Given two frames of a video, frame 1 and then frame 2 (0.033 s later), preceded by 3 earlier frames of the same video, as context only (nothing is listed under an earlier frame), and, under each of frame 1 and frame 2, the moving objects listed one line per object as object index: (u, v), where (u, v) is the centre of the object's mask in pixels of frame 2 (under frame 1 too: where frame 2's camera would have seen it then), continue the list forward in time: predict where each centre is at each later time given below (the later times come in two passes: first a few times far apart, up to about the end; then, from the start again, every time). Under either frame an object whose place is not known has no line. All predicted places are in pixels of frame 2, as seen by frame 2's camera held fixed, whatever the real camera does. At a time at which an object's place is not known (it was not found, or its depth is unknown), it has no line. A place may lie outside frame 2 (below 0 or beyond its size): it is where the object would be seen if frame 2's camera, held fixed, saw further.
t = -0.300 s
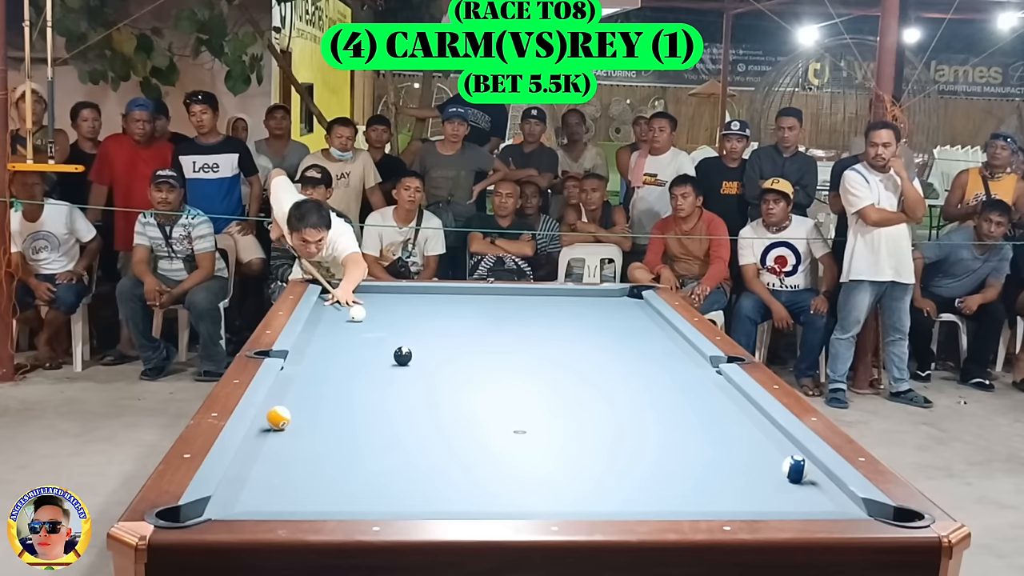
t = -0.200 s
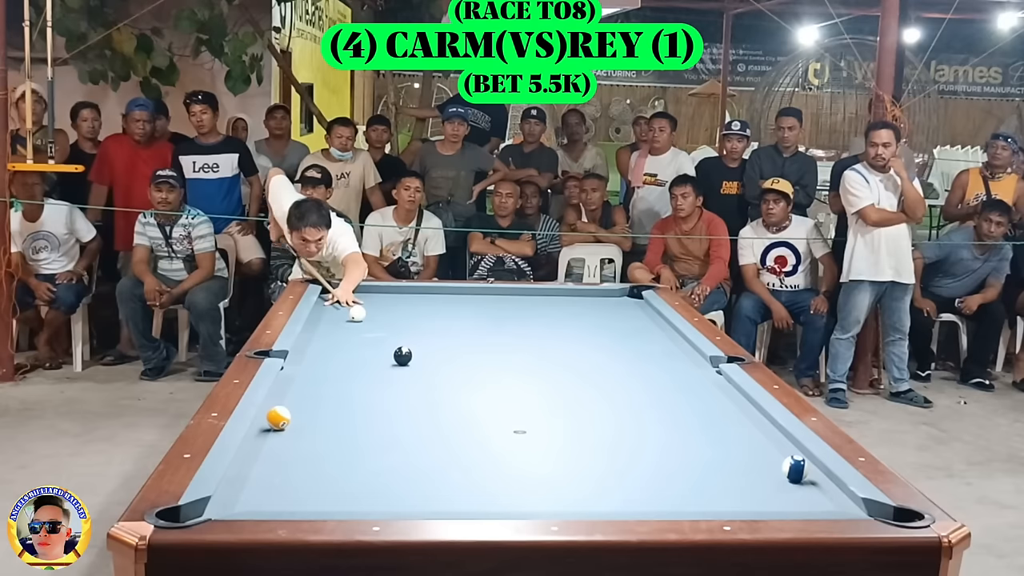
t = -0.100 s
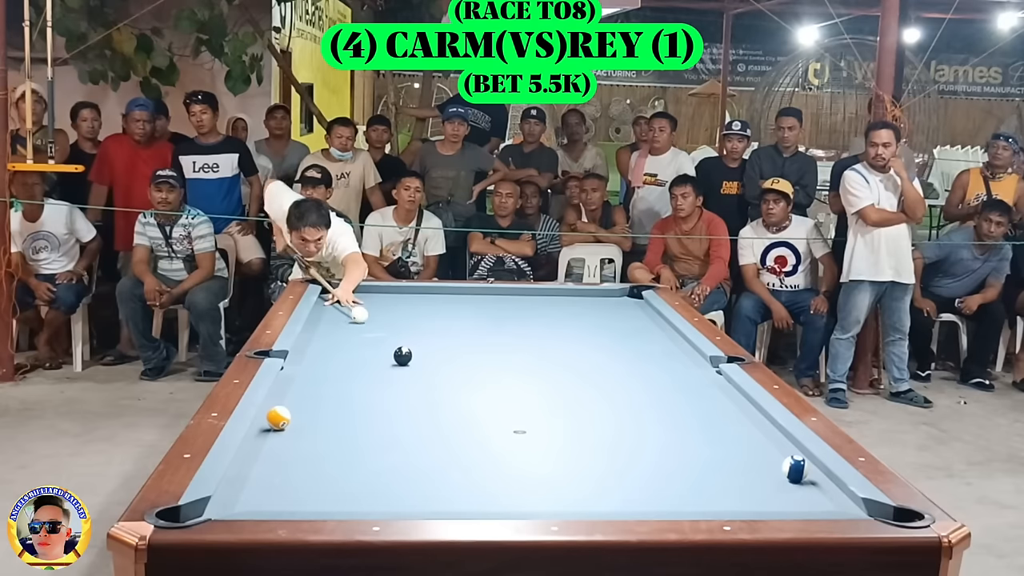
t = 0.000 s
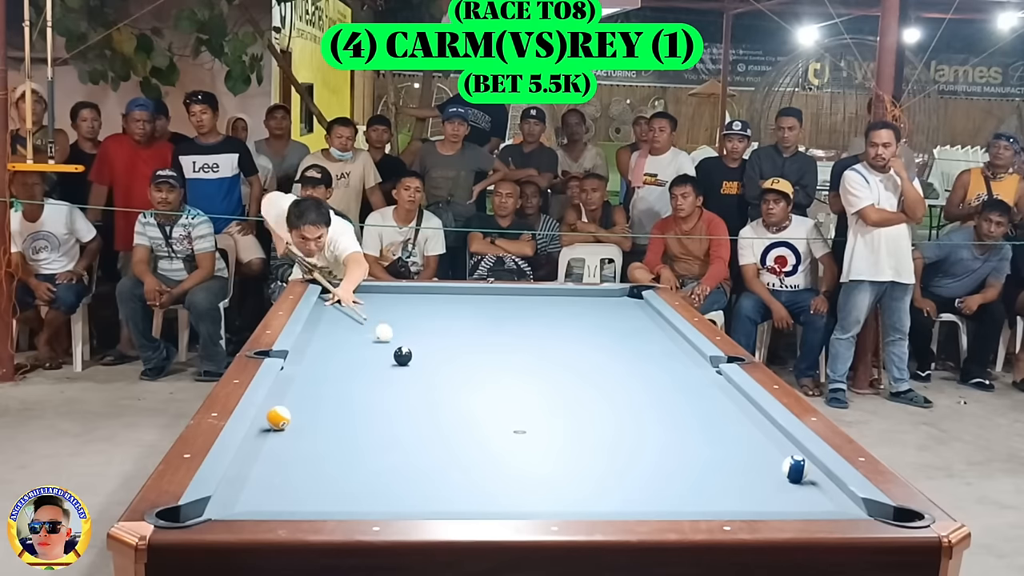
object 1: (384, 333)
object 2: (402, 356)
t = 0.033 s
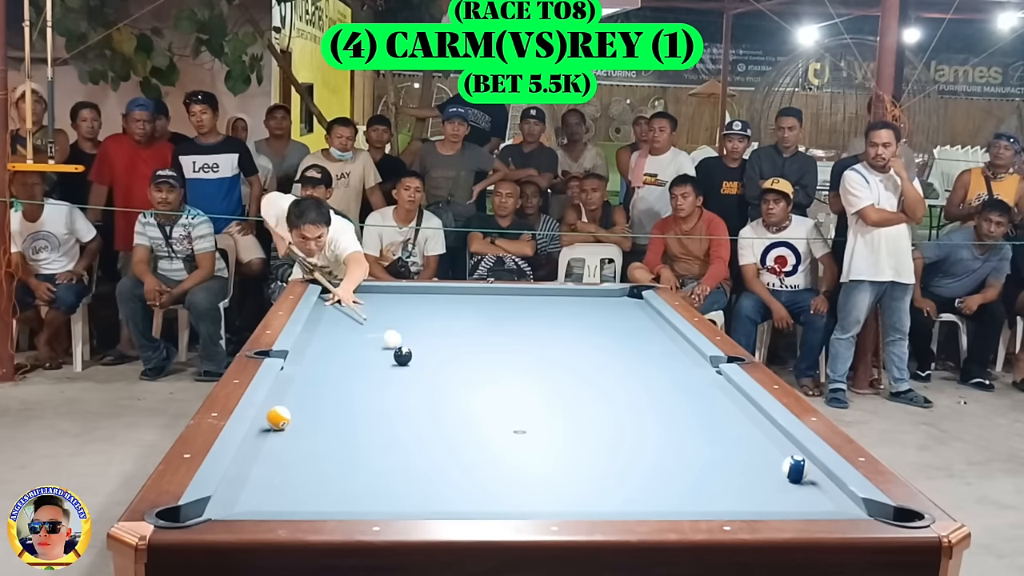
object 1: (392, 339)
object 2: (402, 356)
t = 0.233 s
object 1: (461, 357)
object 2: (377, 378)
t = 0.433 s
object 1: (527, 363)
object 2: (341, 411)
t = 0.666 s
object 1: (607, 372)
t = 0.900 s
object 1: (688, 379)
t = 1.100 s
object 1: (707, 383)
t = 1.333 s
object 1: (669, 383)
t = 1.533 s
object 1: (638, 383)
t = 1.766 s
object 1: (602, 383)
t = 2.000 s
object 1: (568, 384)
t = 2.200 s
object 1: (540, 384)
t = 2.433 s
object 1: (512, 384)
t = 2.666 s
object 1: (482, 383)
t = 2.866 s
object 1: (457, 383)
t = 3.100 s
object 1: (428, 383)
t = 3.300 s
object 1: (405, 384)
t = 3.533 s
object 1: (381, 384)
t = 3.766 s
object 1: (358, 385)
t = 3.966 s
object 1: (340, 385)
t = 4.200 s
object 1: (321, 385)
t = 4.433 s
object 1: (301, 385)
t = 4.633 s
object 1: (287, 385)
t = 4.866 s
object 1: (288, 385)
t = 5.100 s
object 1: (295, 385)
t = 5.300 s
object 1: (300, 385)
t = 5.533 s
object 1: (304, 386)
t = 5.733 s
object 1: (307, 386)
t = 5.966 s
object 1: (308, 386)
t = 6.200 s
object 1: (309, 386)
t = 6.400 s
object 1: (309, 386)
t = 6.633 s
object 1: (309, 386)
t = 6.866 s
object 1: (309, 386)
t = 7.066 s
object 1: (309, 386)
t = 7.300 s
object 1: (309, 386)
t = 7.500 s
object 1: (309, 386)
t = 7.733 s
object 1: (309, 386)
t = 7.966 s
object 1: (309, 386)
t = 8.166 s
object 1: (309, 386)
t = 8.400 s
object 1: (309, 386)
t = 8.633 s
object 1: (309, 386)
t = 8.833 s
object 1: (309, 386)
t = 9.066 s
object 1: (309, 386)
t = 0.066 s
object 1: (400, 342)
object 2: (403, 356)
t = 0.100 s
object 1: (411, 348)
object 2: (402, 356)
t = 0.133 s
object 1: (425, 353)
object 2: (396, 362)
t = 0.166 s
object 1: (437, 354)
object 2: (389, 368)
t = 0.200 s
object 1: (450, 355)
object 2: (383, 373)
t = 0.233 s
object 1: (461, 357)
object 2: (377, 378)
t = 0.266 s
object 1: (472, 357)
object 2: (371, 384)
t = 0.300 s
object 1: (483, 359)
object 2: (365, 390)
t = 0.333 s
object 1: (494, 360)
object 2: (359, 395)
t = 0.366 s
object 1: (505, 361)
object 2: (353, 400)
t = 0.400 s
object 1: (516, 362)
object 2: (347, 406)
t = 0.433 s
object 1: (527, 363)
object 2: (341, 411)
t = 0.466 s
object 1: (539, 364)
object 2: (335, 417)
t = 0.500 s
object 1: (550, 365)
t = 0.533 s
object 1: (562, 367)
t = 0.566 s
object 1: (573, 368)
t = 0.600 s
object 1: (585, 369)
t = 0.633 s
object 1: (596, 370)
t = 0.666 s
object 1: (607, 372)
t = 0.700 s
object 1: (619, 372)
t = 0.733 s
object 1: (630, 373)
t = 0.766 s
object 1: (642, 374)
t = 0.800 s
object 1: (653, 376)
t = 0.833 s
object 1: (664, 377)
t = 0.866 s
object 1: (676, 378)
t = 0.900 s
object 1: (688, 379)
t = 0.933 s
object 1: (699, 381)
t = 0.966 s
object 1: (711, 382)
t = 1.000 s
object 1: (723, 383)
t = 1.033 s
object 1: (721, 383)
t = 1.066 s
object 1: (713, 383)
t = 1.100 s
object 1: (707, 383)
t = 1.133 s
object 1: (701, 383)
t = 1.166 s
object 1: (696, 383)
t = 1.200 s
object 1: (691, 383)
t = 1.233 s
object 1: (685, 383)
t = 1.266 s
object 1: (680, 383)
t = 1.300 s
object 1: (675, 383)
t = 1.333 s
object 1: (669, 383)
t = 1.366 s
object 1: (664, 383)
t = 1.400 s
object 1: (659, 383)
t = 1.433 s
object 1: (654, 383)
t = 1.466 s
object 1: (648, 383)
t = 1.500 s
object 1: (643, 383)
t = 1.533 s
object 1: (638, 383)
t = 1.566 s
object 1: (633, 383)
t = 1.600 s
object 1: (627, 383)
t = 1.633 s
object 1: (623, 383)
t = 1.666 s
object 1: (617, 383)
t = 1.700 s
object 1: (612, 383)
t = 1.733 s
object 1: (607, 383)
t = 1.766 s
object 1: (602, 383)
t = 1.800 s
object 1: (598, 383)
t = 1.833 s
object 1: (593, 384)
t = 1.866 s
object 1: (589, 384)
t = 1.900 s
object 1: (583, 384)
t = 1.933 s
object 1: (578, 384)
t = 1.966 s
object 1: (573, 384)
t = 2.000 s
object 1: (568, 384)
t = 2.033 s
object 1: (563, 384)
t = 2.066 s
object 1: (559, 384)
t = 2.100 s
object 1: (554, 384)
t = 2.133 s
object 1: (550, 384)
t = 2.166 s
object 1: (545, 384)
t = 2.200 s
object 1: (540, 384)
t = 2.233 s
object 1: (535, 384)
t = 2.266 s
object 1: (531, 384)
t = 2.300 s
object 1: (526, 384)
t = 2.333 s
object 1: (524, 384)
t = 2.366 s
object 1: (521, 384)
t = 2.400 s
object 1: (516, 384)
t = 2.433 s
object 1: (512, 384)
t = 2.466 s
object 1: (507, 384)
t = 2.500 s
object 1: (502, 384)
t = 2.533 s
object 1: (497, 384)
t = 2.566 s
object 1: (493, 383)
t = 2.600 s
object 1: (488, 383)
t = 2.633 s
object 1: (485, 383)
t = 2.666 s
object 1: (482, 383)
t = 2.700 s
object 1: (477, 383)
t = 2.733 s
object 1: (472, 383)
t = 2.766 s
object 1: (468, 385)
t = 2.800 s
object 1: (464, 383)
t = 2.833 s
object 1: (460, 383)
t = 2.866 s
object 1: (457, 383)
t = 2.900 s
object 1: (452, 383)
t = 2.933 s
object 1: (448, 383)
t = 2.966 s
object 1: (443, 385)
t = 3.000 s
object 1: (440, 383)
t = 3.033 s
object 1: (437, 383)
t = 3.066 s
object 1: (432, 383)
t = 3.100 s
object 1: (428, 383)
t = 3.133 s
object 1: (424, 383)
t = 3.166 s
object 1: (421, 384)
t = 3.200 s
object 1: (417, 383)
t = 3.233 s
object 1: (413, 384)
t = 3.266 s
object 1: (408, 384)
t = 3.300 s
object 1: (405, 384)
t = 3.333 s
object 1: (402, 383)
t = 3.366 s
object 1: (398, 384)
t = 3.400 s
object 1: (395, 384)
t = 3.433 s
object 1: (392, 384)
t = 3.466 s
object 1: (388, 384)
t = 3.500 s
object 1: (385, 384)
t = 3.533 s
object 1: (381, 384)
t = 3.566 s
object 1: (378, 384)
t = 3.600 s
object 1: (375, 385)
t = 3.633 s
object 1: (371, 384)
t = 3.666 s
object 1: (368, 385)
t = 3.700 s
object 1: (365, 385)
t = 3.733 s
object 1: (361, 384)
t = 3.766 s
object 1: (358, 385)
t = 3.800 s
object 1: (356, 385)
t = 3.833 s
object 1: (352, 385)
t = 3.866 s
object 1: (349, 385)
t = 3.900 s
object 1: (346, 385)
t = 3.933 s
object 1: (343, 385)
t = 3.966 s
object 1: (340, 385)
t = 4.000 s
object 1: (337, 385)
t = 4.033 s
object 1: (334, 385)
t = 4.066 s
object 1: (331, 385)
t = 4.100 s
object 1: (328, 385)
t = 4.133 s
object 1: (325, 385)
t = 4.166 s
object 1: (323, 385)
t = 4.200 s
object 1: (321, 385)
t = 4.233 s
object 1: (318, 384)
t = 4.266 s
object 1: (315, 385)
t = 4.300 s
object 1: (312, 385)
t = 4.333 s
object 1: (309, 385)
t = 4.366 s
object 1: (307, 385)
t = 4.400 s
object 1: (304, 385)
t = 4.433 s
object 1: (301, 385)
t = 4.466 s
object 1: (299, 385)
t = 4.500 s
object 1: (297, 385)
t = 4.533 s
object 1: (294, 385)
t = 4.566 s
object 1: (292, 385)
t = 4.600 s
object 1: (290, 385)
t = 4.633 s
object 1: (287, 385)
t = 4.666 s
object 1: (285, 385)
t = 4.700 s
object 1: (283, 385)
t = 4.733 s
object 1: (284, 385)
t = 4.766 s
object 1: (285, 385)
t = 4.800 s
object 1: (286, 385)
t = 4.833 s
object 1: (287, 385)
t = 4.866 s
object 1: (288, 385)
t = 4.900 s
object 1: (290, 385)
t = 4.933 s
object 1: (291, 385)
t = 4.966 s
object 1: (291, 385)
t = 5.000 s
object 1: (292, 385)
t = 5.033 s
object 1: (293, 385)
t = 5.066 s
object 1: (294, 385)
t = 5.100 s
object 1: (295, 385)
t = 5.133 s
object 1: (296, 385)
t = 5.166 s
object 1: (297, 385)
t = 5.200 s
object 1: (298, 385)
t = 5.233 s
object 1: (299, 385)
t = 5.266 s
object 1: (299, 385)
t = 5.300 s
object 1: (300, 385)
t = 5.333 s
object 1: (301, 385)
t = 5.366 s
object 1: (301, 385)
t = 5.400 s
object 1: (302, 385)
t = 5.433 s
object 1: (302, 385)
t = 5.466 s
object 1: (303, 385)
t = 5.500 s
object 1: (303, 385)
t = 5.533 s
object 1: (304, 386)
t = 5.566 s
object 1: (305, 386)
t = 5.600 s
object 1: (305, 386)
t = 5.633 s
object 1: (305, 386)
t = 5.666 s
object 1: (306, 386)
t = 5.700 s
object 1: (306, 386)
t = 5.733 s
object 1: (307, 386)
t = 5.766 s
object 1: (307, 386)
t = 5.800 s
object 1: (307, 386)
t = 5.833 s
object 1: (308, 386)
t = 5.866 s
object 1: (308, 386)
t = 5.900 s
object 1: (308, 386)
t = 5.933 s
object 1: (308, 386)
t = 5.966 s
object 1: (308, 386)
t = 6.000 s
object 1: (309, 386)
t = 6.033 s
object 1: (309, 386)
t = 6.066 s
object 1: (309, 386)
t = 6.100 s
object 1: (309, 386)
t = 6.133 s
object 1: (309, 386)
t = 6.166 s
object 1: (309, 386)
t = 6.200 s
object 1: (309, 386)
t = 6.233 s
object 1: (309, 386)
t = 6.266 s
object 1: (309, 386)
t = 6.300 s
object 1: (309, 386)
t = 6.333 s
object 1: (309, 386)
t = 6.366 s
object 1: (309, 386)
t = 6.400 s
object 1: (309, 386)
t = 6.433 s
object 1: (309, 386)
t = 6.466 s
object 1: (309, 386)
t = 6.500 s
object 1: (309, 386)
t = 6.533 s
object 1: (309, 386)
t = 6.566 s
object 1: (309, 386)
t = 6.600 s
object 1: (309, 386)
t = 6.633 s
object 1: (309, 386)
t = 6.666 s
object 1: (309, 386)
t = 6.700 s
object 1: (309, 386)
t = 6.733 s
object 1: (309, 386)
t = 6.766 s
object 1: (309, 386)
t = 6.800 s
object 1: (309, 386)
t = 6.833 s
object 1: (309, 386)
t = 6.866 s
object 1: (309, 386)
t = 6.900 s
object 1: (309, 386)
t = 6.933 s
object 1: (309, 386)
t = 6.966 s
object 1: (309, 386)
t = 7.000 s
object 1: (309, 386)
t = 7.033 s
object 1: (309, 386)
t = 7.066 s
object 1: (309, 386)
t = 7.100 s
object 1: (309, 386)
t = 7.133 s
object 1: (309, 386)
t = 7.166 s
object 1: (309, 386)
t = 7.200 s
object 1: (309, 386)
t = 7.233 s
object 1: (309, 386)
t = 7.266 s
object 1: (309, 386)
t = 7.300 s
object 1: (309, 386)
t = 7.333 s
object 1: (309, 386)
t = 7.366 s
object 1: (309, 386)
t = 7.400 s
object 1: (309, 386)
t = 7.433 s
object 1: (309, 386)
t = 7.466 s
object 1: (309, 386)
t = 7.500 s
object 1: (309, 386)
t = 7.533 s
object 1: (309, 386)
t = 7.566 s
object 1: (309, 386)
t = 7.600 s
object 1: (309, 386)
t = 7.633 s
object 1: (309, 386)
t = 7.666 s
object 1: (309, 386)
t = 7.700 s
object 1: (309, 386)
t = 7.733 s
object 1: (309, 386)
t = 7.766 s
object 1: (309, 386)
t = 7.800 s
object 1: (309, 386)
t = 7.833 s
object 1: (309, 386)
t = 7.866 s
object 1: (309, 386)
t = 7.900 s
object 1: (310, 386)
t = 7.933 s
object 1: (309, 386)
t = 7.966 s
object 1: (309, 386)
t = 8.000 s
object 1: (309, 386)
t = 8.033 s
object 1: (309, 386)
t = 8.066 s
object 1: (309, 386)
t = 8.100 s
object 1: (309, 386)
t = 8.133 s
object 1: (309, 386)
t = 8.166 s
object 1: (309, 386)
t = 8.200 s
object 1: (310, 386)
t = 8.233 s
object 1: (310, 386)
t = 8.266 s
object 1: (309, 386)
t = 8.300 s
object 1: (309, 386)
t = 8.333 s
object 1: (309, 386)
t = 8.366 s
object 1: (309, 386)
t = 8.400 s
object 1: (309, 386)
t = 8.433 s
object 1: (309, 386)
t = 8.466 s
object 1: (309, 386)
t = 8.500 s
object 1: (309, 386)
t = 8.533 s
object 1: (309, 386)
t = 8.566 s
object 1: (309, 386)
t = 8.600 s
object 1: (309, 386)
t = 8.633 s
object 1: (309, 386)
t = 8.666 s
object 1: (309, 386)
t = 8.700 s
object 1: (309, 386)
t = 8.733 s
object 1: (309, 386)
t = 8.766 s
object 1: (309, 386)
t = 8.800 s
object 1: (309, 386)
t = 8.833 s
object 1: (309, 386)
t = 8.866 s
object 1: (309, 386)
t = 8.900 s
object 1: (309, 386)
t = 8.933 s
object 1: (309, 386)
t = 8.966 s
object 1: (309, 386)
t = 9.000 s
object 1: (309, 386)
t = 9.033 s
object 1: (309, 386)
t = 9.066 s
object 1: (309, 386)
